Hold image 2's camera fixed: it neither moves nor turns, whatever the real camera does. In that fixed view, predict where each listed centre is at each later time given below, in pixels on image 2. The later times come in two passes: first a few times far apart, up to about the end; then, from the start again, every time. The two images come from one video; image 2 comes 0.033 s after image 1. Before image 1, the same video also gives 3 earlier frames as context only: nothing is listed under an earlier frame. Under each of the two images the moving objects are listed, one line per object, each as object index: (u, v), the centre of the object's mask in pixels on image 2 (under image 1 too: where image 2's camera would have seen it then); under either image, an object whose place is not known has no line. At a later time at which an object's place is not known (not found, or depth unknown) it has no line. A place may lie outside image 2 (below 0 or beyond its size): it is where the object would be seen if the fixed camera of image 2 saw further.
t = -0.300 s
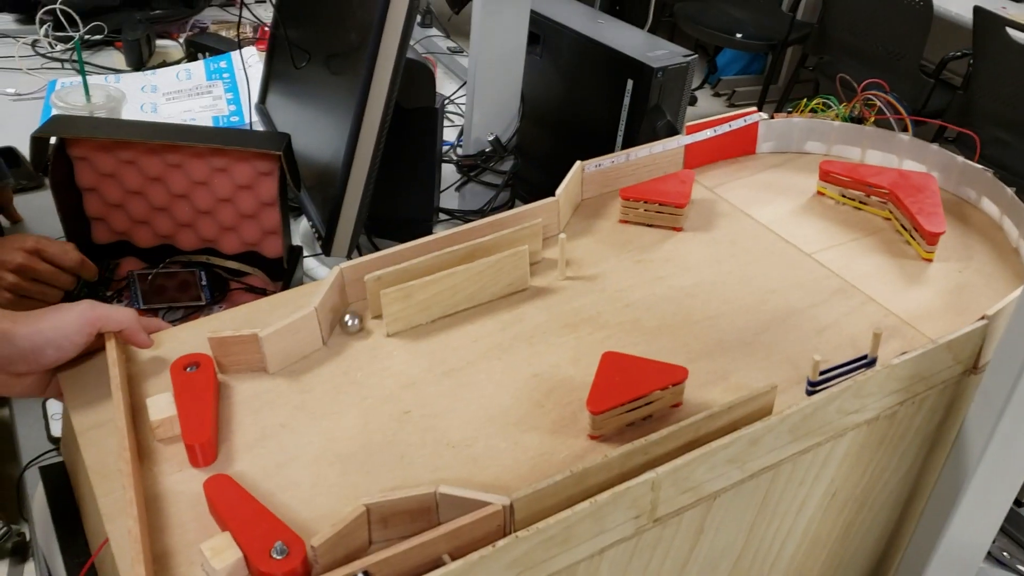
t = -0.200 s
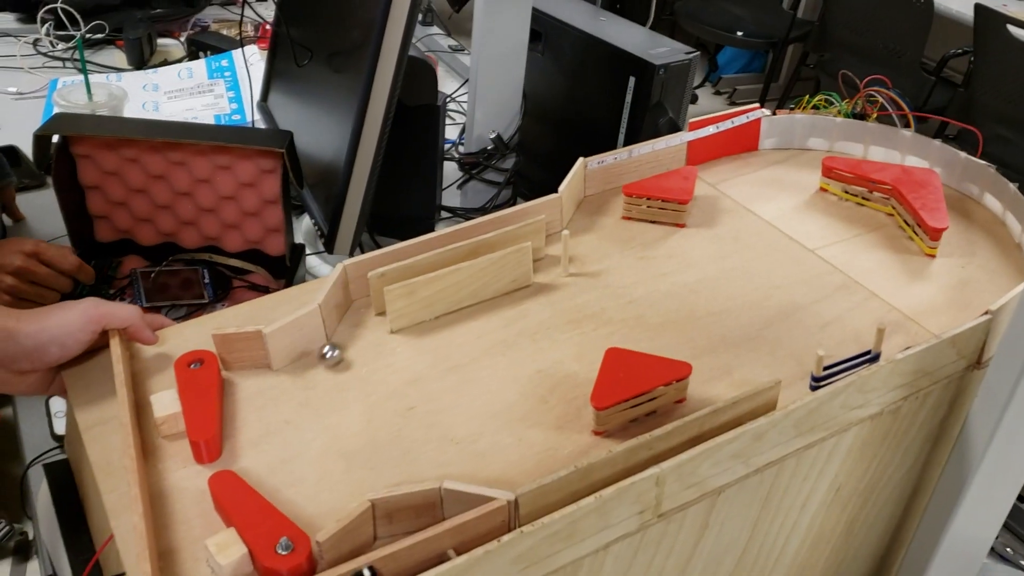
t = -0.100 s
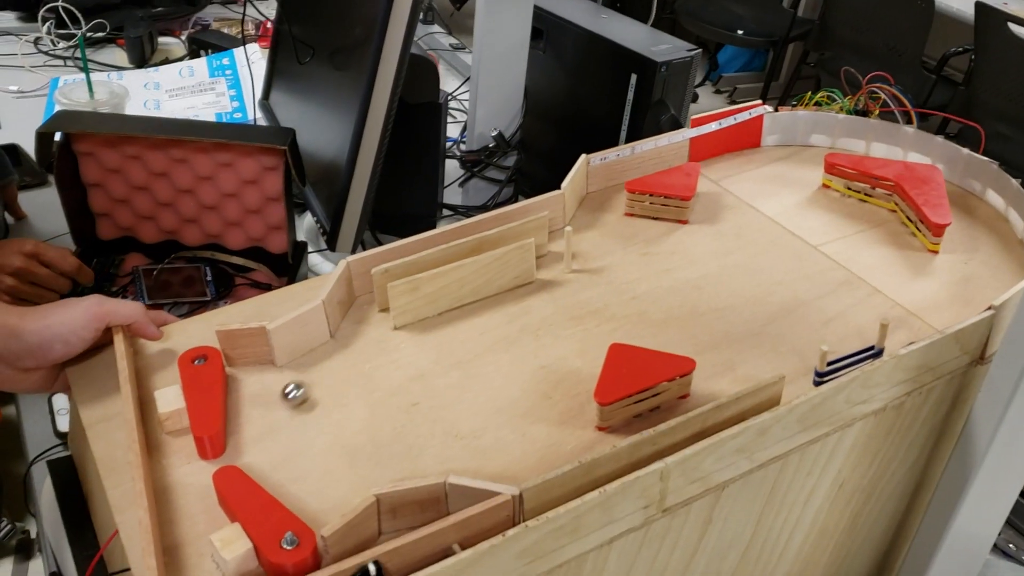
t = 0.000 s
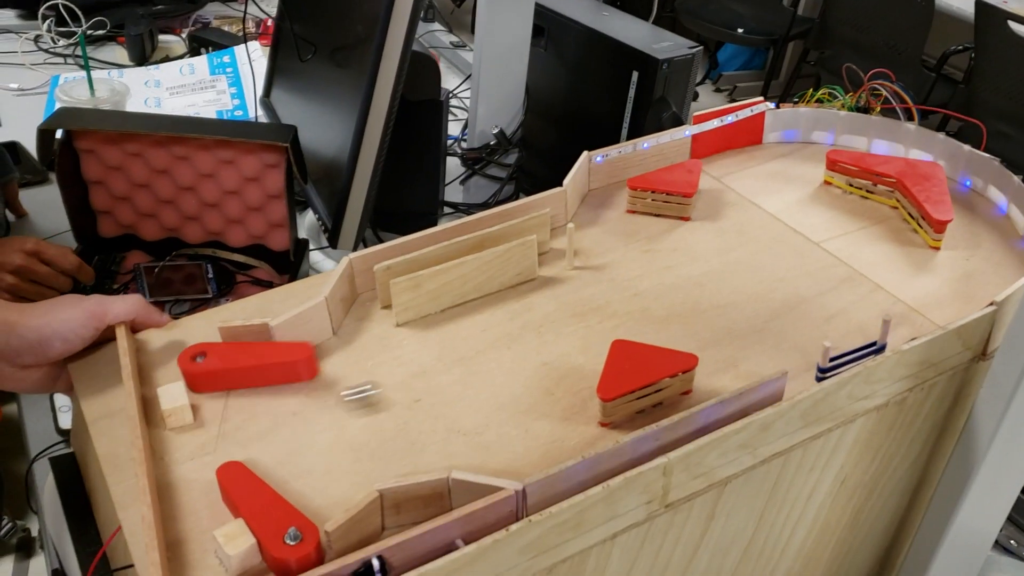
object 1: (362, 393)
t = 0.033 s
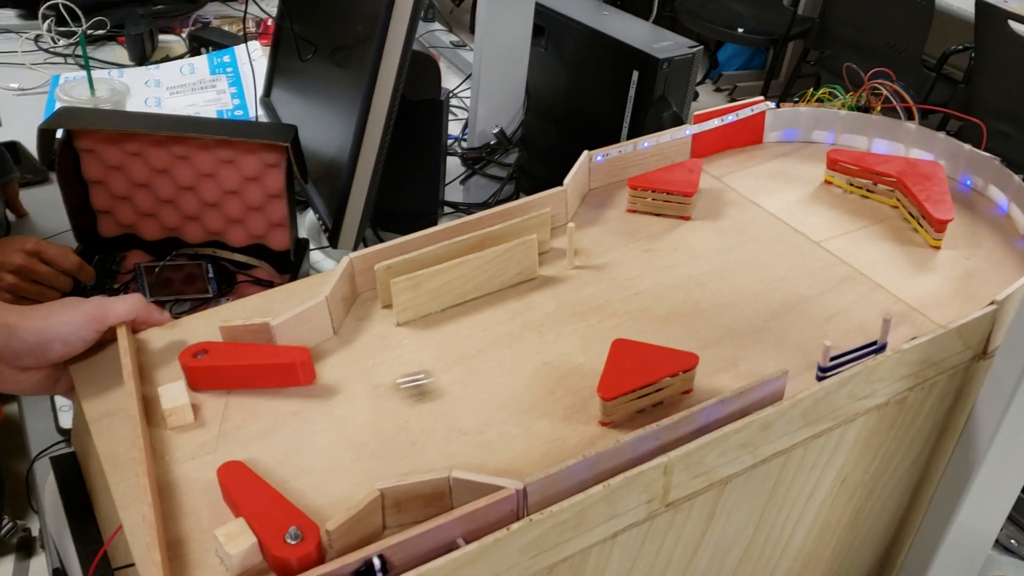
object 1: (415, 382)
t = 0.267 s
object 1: (641, 331)
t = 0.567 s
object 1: (727, 276)
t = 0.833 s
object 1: (731, 265)
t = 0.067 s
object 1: (463, 373)
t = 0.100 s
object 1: (505, 366)
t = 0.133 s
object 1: (542, 361)
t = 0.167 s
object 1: (574, 358)
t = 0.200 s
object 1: (601, 352)
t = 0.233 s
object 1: (624, 336)
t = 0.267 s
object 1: (641, 331)
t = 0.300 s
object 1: (655, 323)
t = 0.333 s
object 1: (669, 315)
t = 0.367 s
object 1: (680, 308)
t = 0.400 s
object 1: (691, 301)
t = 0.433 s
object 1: (700, 294)
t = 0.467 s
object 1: (709, 289)
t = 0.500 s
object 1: (716, 284)
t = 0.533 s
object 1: (722, 280)
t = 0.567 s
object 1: (727, 276)
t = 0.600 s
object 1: (731, 273)
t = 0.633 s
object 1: (733, 270)
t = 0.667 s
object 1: (735, 268)
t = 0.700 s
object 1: (736, 267)
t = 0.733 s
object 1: (737, 265)
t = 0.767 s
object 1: (736, 265)
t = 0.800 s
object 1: (734, 265)
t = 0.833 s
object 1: (731, 265)
